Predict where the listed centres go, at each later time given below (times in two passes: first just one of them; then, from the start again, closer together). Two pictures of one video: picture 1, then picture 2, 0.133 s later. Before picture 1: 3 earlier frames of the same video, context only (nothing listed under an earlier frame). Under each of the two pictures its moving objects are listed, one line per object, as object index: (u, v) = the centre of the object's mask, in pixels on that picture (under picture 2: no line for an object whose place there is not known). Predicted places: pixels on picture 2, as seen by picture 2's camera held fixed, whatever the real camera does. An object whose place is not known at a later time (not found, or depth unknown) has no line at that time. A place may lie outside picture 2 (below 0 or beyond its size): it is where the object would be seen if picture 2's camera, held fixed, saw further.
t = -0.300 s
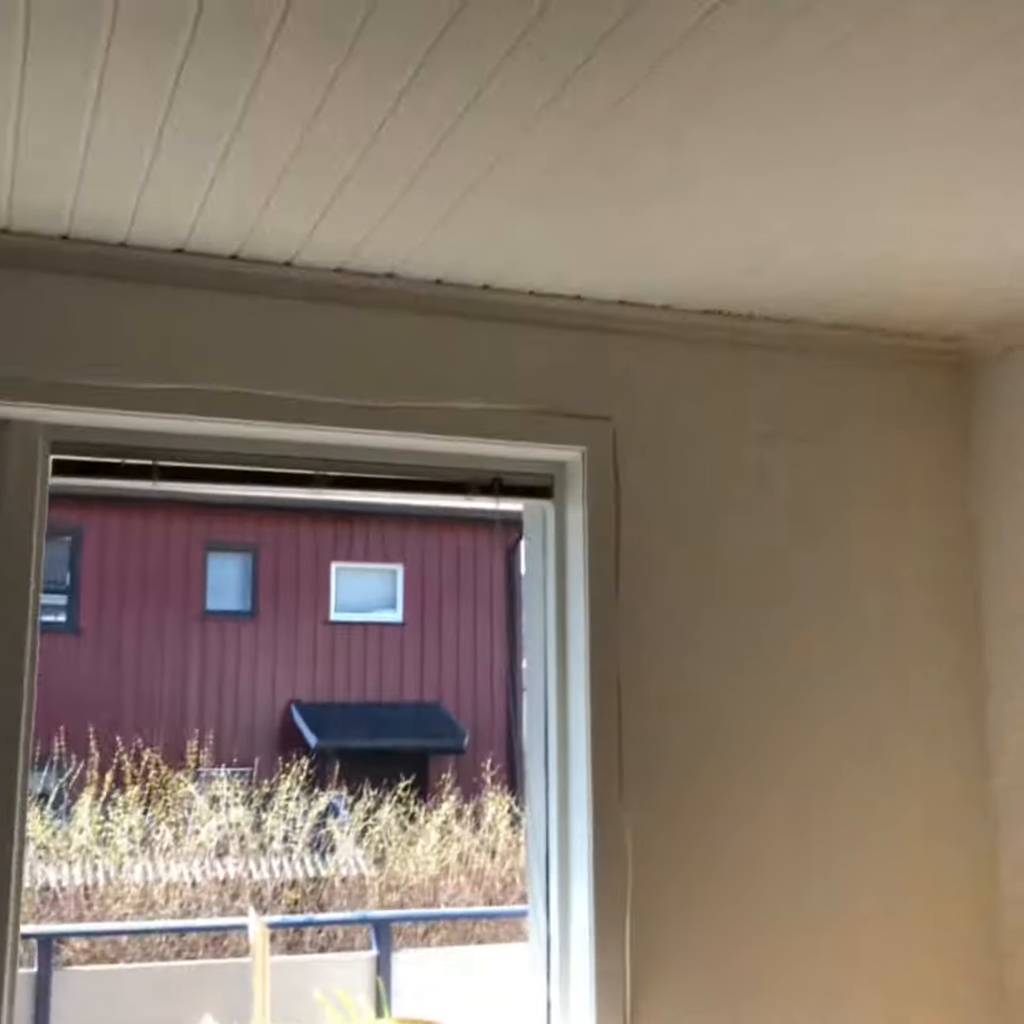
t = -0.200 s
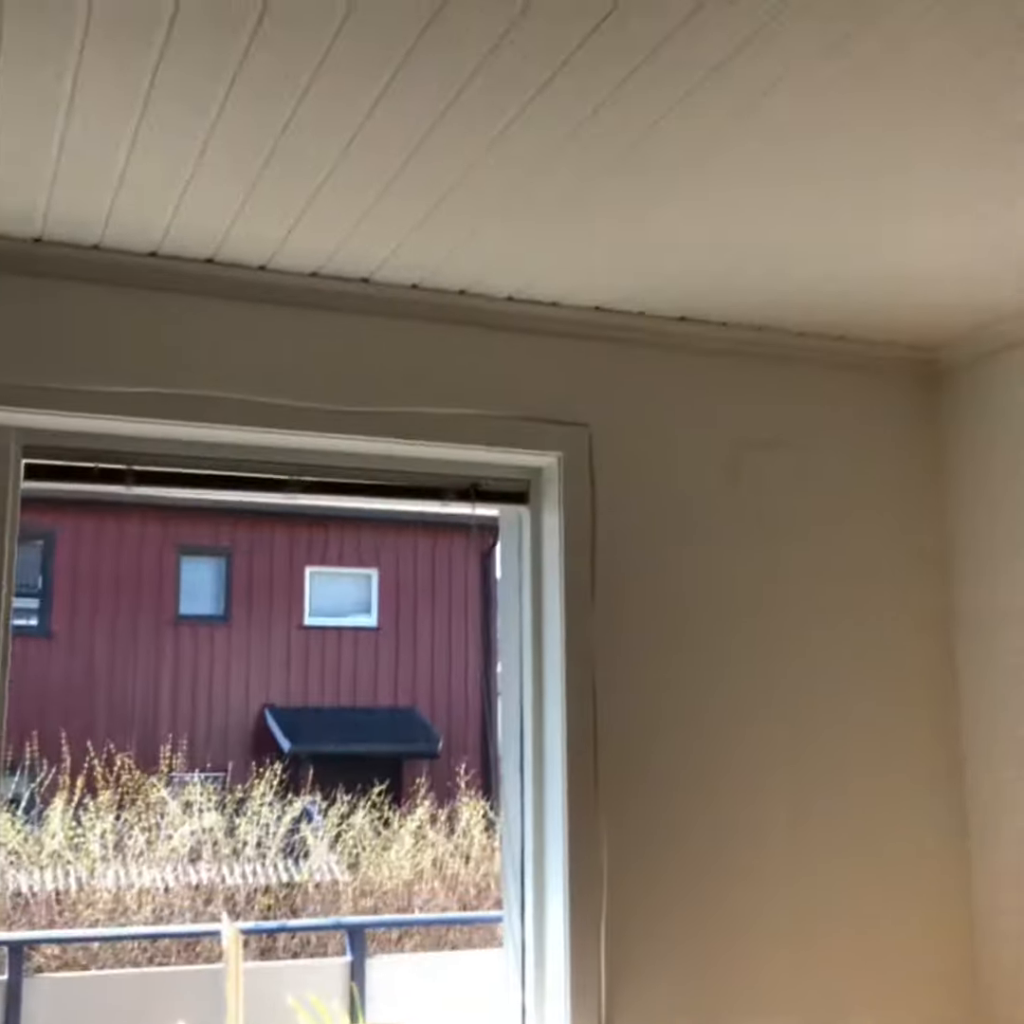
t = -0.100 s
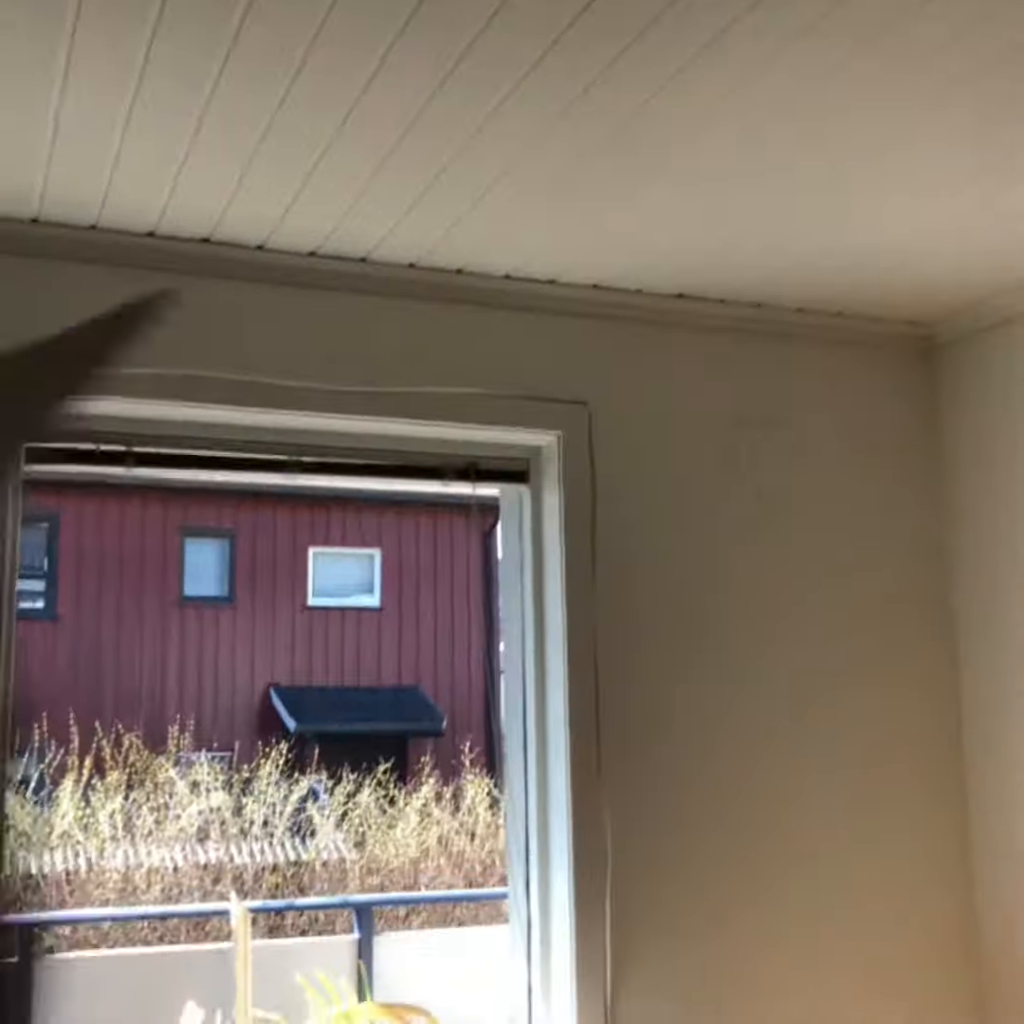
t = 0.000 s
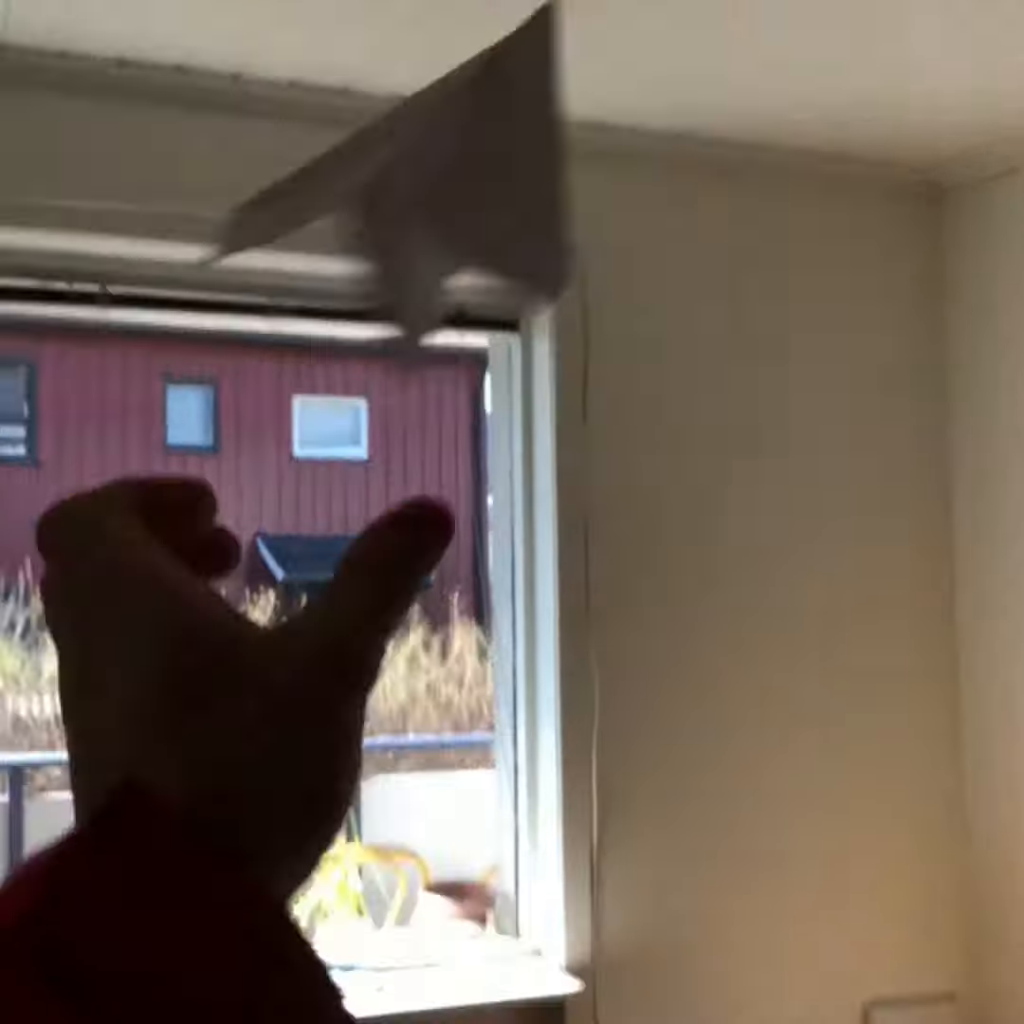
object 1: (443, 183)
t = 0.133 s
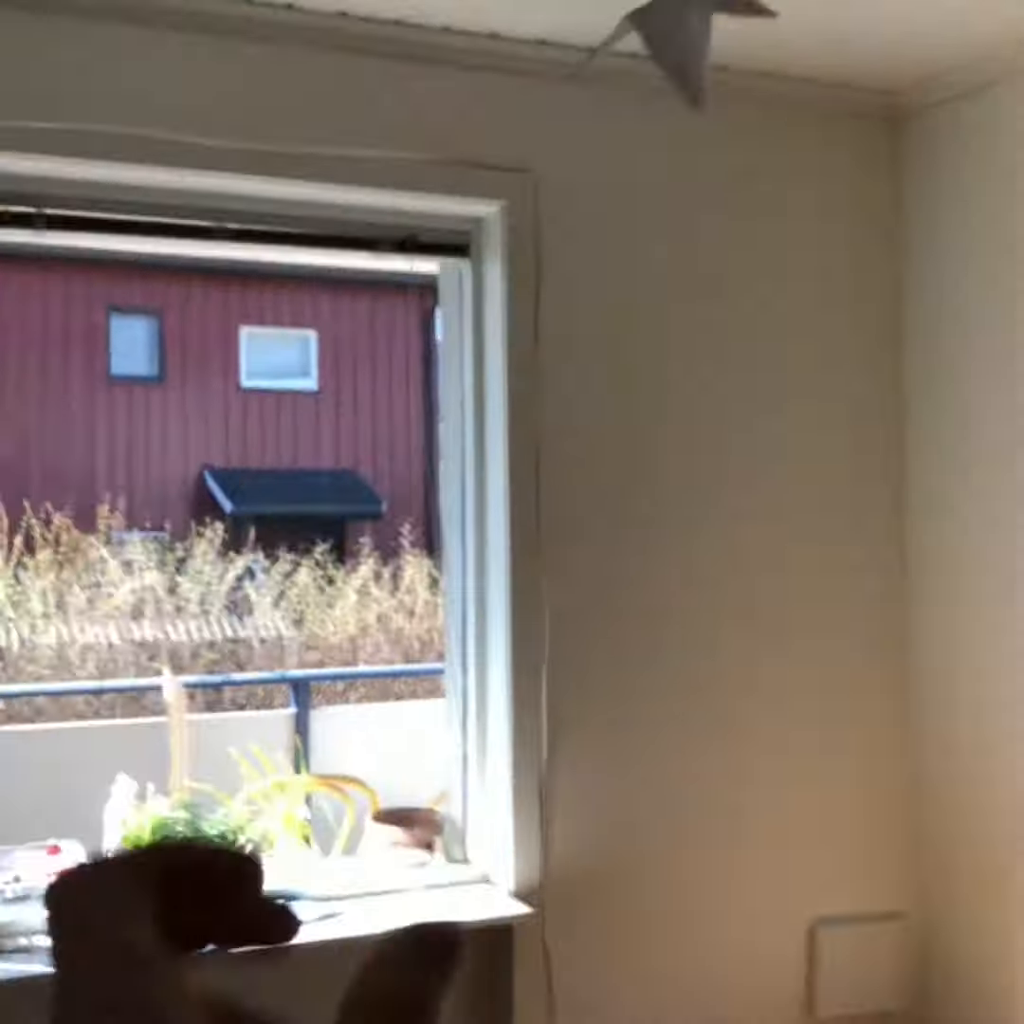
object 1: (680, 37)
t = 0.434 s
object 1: (804, 254)
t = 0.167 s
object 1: (717, 39)
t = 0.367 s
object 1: (799, 194)
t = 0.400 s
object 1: (802, 220)
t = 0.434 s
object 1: (804, 254)
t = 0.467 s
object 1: (814, 292)
